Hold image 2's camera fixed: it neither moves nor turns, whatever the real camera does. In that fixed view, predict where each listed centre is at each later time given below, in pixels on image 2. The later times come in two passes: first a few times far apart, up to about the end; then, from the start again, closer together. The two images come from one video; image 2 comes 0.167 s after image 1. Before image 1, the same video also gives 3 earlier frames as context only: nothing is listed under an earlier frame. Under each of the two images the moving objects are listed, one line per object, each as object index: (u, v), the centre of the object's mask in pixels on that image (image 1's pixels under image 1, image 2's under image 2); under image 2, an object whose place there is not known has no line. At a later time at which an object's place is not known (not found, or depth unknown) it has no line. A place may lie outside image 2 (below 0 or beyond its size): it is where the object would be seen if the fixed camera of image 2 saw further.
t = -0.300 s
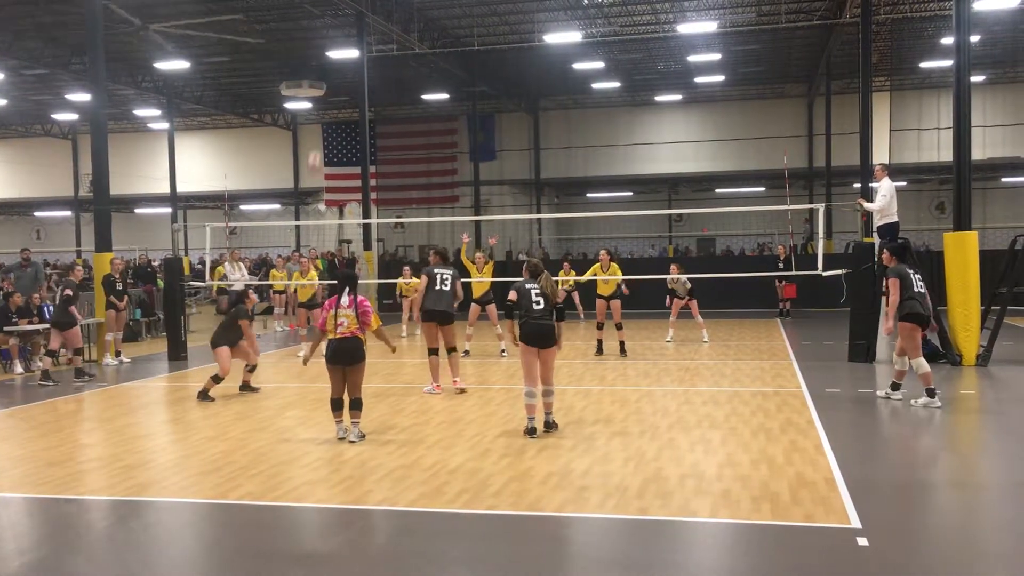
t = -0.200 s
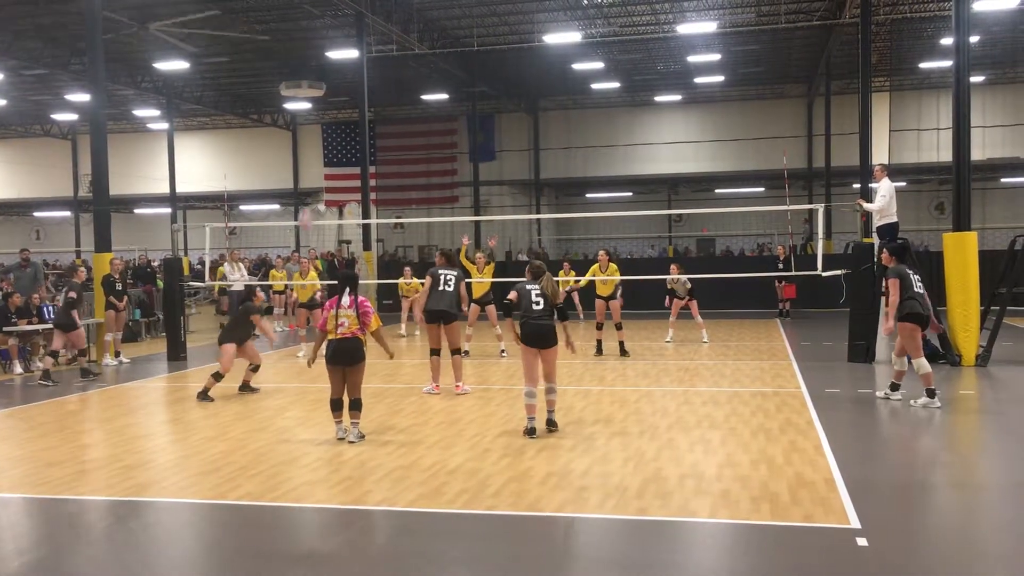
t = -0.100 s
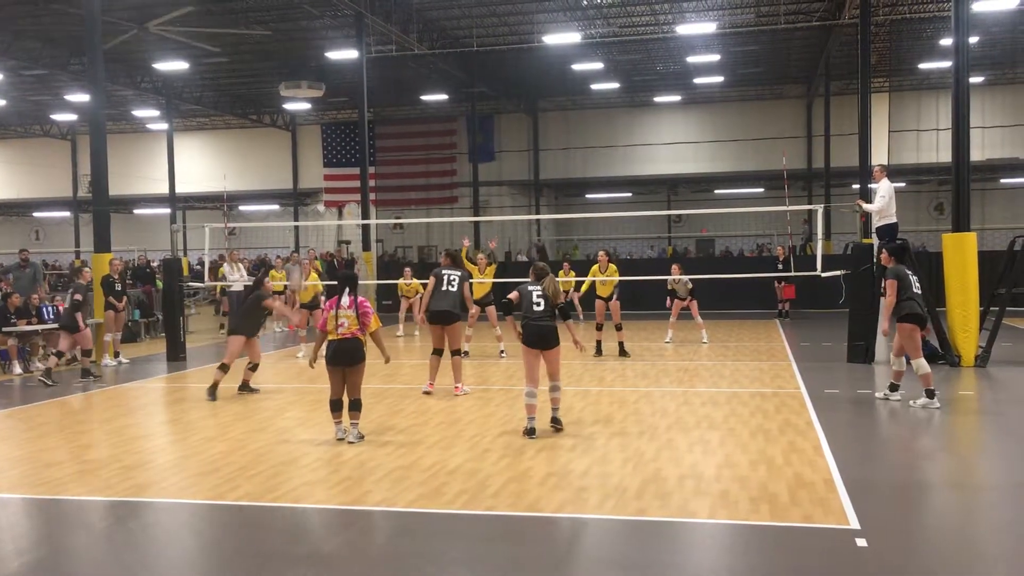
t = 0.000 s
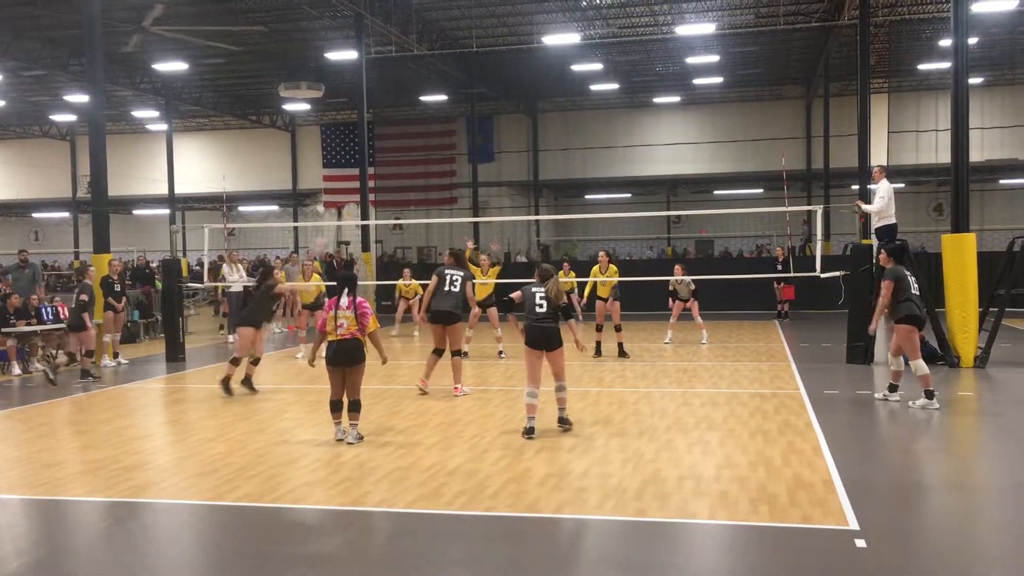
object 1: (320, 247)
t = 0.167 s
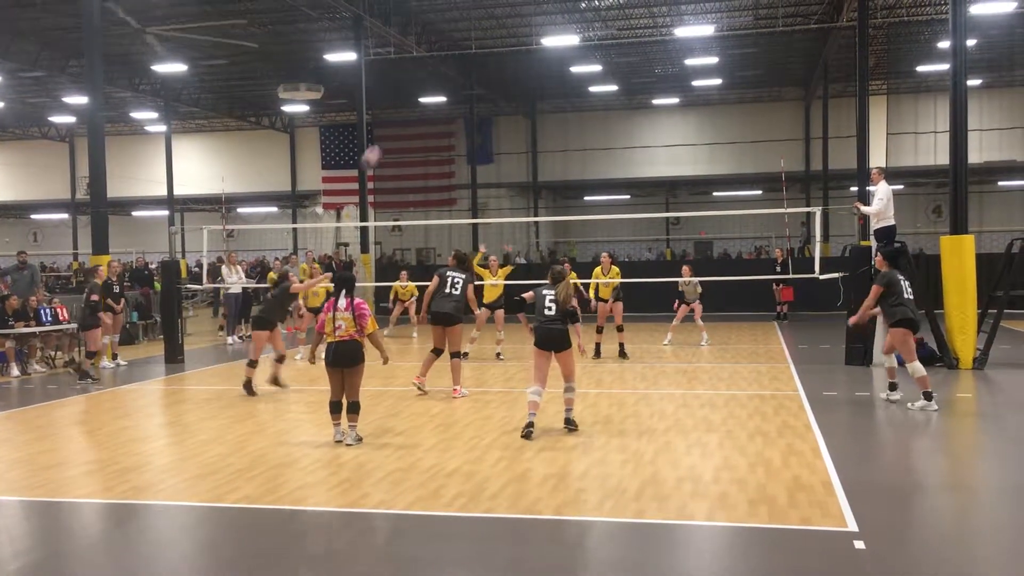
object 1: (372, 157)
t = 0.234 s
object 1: (392, 128)
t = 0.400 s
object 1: (443, 73)
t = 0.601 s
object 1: (501, 40)
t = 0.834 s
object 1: (565, 40)
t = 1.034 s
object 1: (617, 73)
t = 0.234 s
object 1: (392, 128)
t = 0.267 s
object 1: (402, 115)
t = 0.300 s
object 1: (411, 104)
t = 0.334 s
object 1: (422, 90)
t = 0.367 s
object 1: (433, 82)
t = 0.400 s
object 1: (443, 73)
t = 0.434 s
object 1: (453, 66)
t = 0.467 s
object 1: (462, 59)
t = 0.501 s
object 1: (472, 53)
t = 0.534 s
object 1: (481, 48)
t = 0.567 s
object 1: (492, 43)
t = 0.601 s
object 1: (501, 40)
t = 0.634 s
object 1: (511, 37)
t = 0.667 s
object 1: (520, 36)
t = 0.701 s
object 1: (529, 36)
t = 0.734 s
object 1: (537, 35)
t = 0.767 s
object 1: (546, 36)
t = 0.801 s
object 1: (556, 36)
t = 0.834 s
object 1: (565, 40)
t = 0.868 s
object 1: (575, 44)
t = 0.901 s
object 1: (582, 48)
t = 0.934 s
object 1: (590, 52)
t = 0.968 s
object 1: (600, 58)
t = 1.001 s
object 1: (608, 64)
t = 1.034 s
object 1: (617, 73)
